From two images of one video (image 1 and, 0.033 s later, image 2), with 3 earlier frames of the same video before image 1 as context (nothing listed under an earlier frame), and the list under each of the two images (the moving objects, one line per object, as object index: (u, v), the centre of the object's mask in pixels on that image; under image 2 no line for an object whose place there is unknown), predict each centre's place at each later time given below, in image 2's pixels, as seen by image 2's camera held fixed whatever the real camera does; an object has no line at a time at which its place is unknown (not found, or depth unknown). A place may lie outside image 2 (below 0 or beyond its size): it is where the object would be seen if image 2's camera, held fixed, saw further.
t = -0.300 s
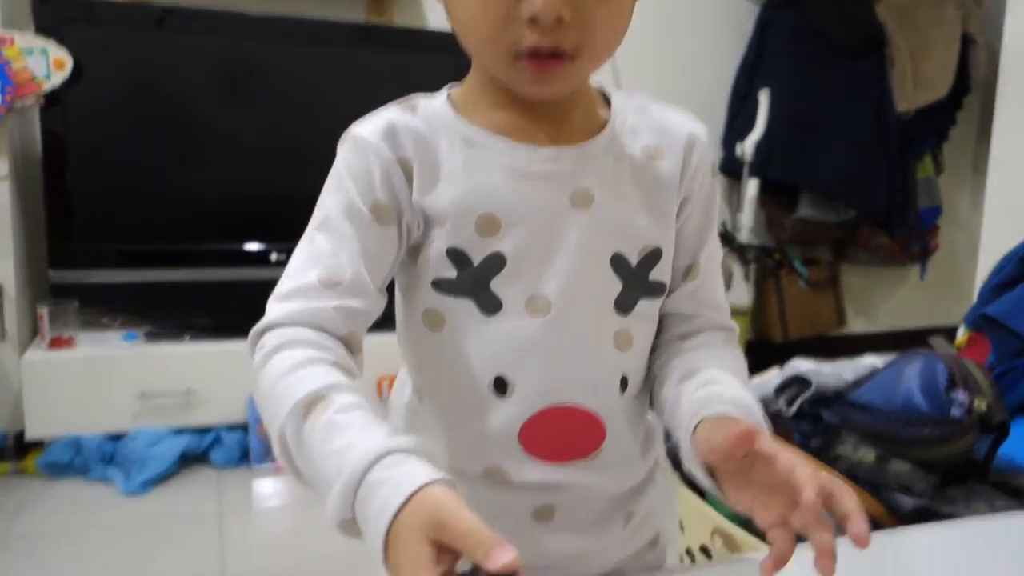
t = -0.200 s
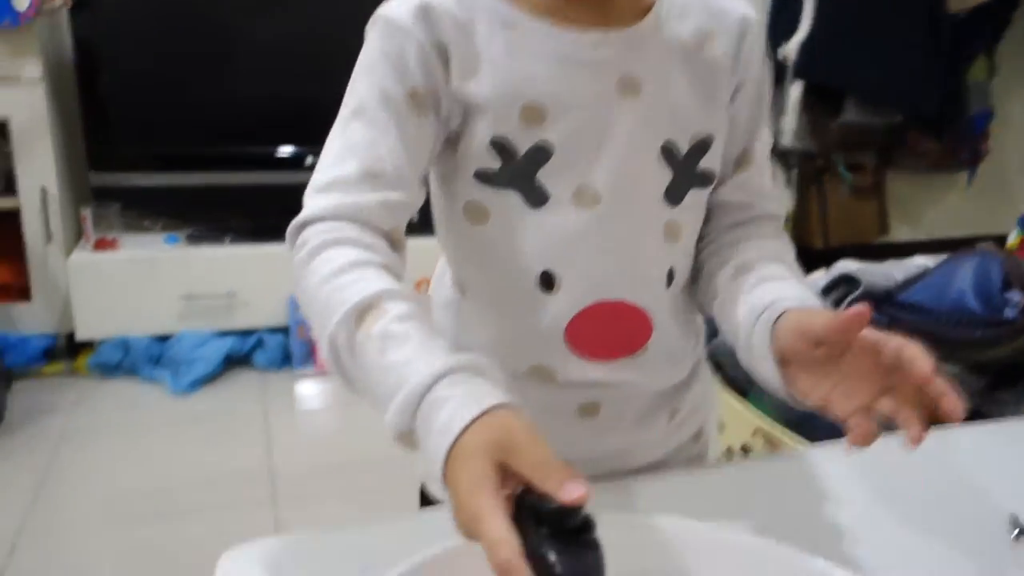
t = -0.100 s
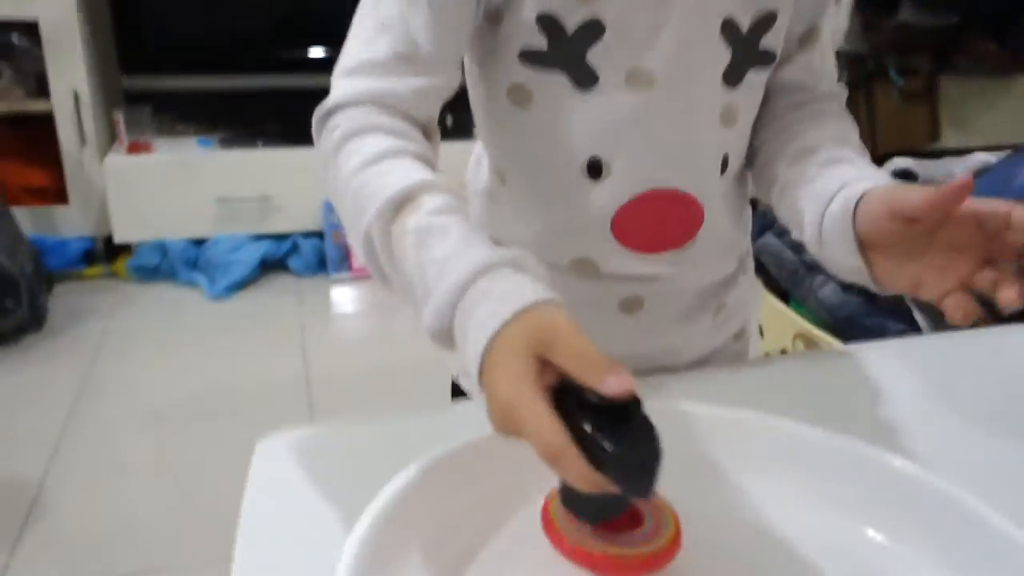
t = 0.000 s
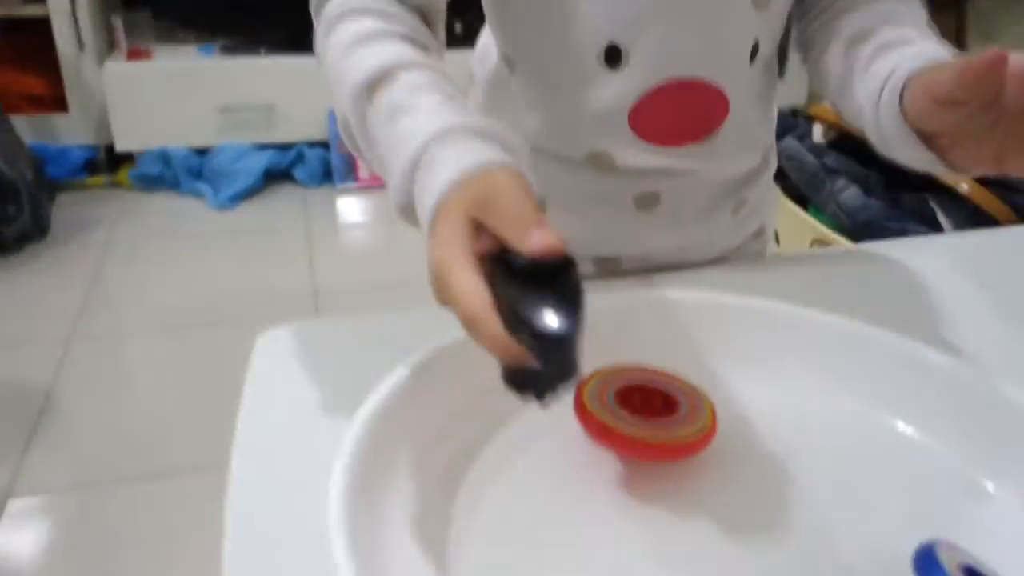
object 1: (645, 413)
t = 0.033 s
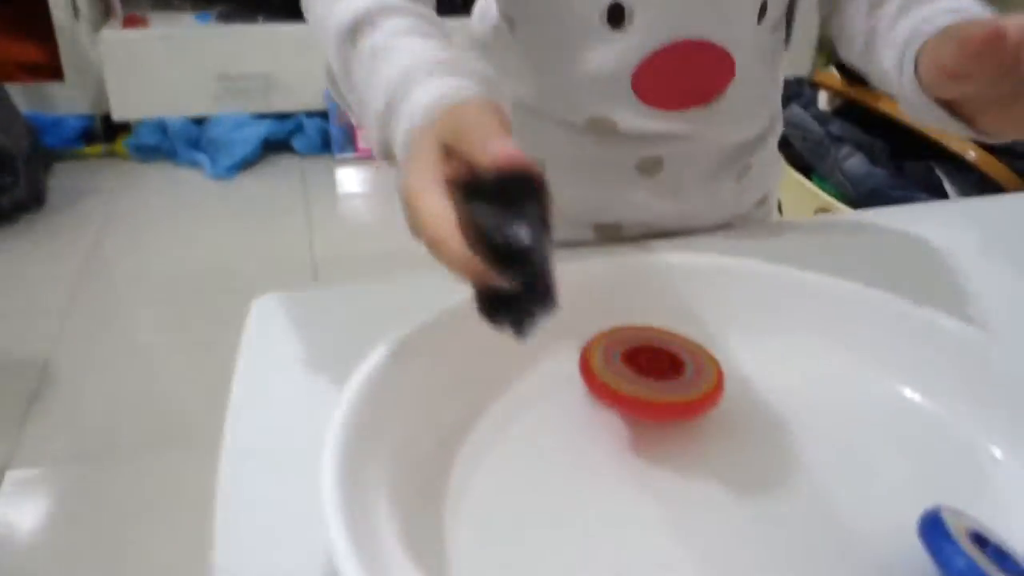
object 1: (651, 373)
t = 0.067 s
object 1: (655, 368)
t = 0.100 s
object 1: (657, 360)
